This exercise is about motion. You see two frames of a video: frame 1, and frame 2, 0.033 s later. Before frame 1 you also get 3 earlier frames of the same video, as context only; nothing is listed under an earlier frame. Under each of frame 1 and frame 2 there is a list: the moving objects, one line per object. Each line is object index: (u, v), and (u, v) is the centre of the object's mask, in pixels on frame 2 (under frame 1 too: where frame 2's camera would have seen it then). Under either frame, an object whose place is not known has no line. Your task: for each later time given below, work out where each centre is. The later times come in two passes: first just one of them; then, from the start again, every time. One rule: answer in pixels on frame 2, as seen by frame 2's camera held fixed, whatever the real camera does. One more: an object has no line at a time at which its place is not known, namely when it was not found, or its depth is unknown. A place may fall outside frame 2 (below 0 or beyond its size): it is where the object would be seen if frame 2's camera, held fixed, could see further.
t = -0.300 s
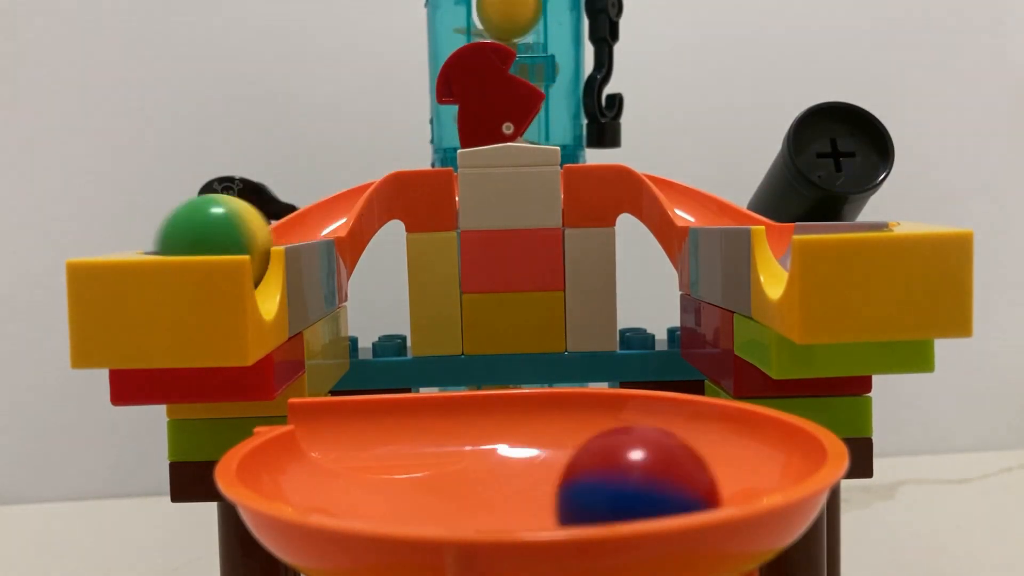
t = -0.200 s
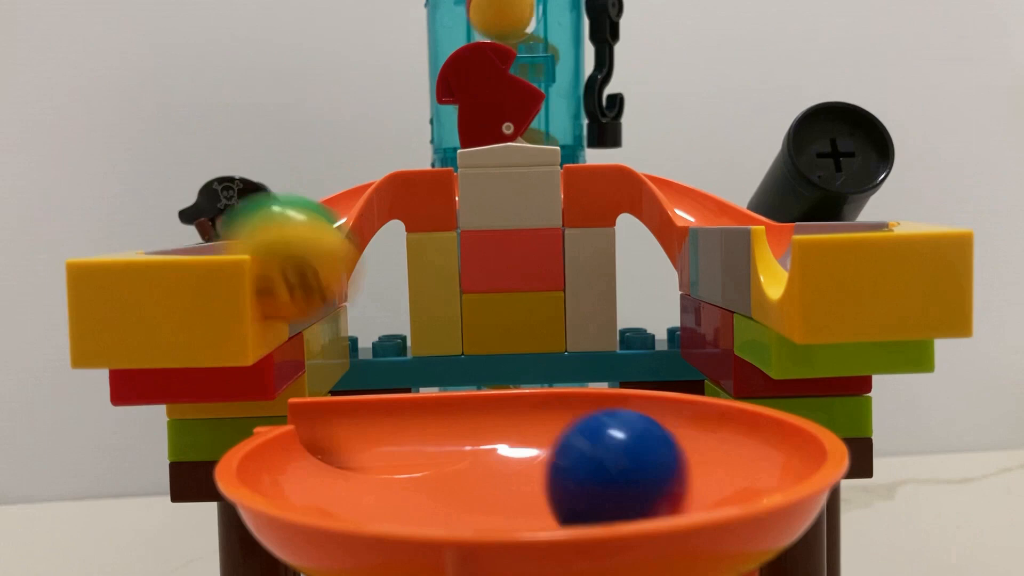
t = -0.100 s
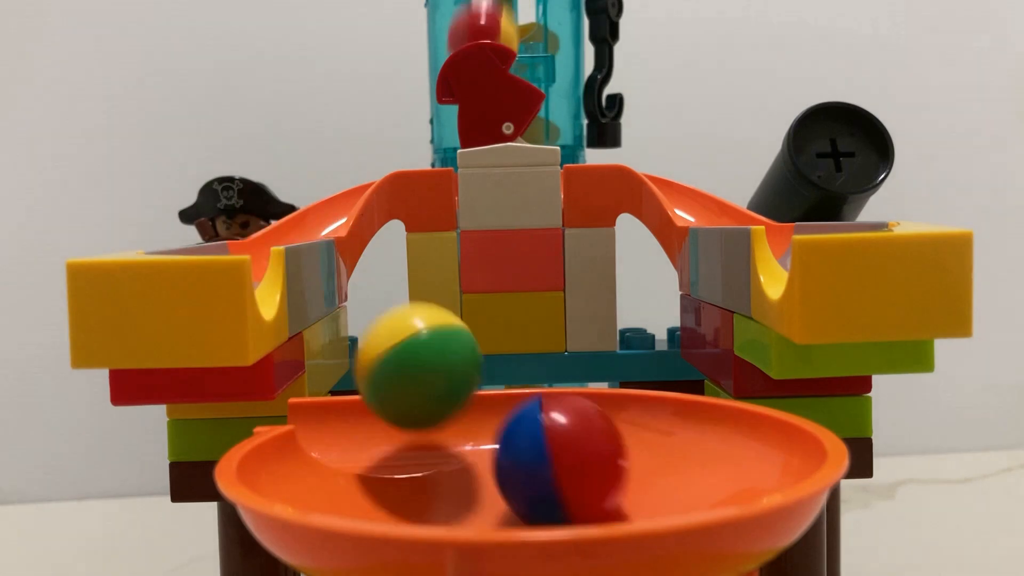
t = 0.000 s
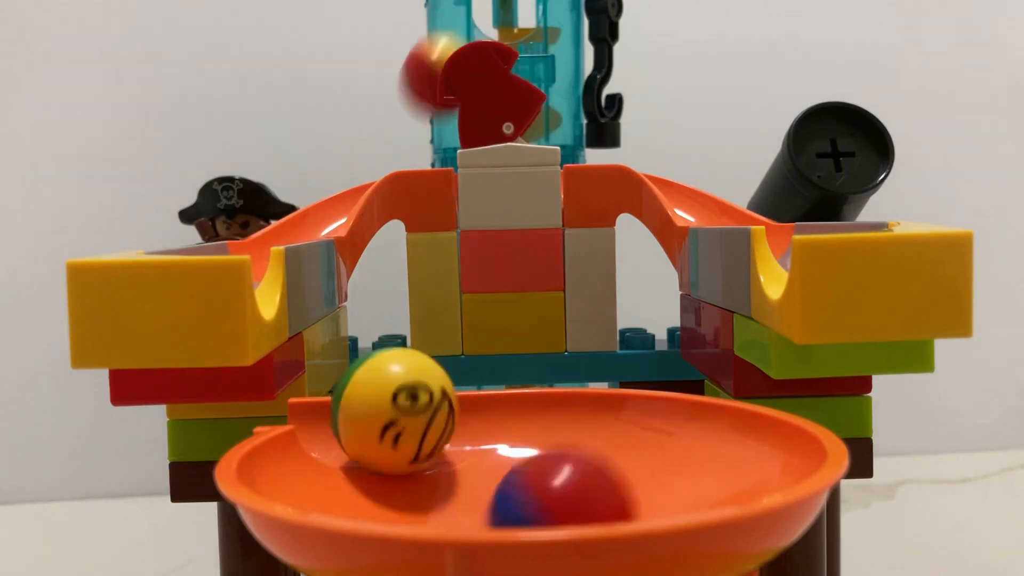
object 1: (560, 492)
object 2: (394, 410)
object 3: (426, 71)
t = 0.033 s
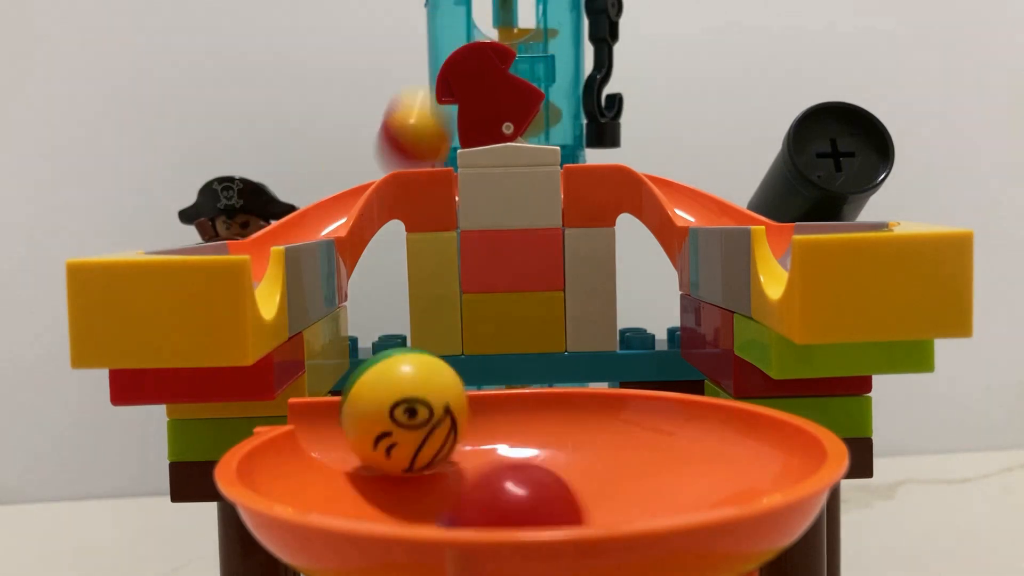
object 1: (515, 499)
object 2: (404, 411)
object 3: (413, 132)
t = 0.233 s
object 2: (507, 457)
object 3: (275, 229)
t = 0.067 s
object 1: (510, 490)
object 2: (417, 414)
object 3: (386, 157)
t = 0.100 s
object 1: (529, 489)
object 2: (434, 420)
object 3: (359, 170)
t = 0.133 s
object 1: (548, 499)
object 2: (457, 440)
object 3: (335, 190)
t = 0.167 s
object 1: (534, 504)
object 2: (475, 446)
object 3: (309, 209)
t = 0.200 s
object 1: (531, 512)
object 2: (486, 444)
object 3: (283, 228)
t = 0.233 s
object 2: (507, 457)
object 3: (275, 229)
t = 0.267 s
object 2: (530, 468)
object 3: (263, 230)
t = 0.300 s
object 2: (557, 476)
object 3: (250, 227)
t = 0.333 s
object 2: (577, 485)
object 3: (235, 227)
